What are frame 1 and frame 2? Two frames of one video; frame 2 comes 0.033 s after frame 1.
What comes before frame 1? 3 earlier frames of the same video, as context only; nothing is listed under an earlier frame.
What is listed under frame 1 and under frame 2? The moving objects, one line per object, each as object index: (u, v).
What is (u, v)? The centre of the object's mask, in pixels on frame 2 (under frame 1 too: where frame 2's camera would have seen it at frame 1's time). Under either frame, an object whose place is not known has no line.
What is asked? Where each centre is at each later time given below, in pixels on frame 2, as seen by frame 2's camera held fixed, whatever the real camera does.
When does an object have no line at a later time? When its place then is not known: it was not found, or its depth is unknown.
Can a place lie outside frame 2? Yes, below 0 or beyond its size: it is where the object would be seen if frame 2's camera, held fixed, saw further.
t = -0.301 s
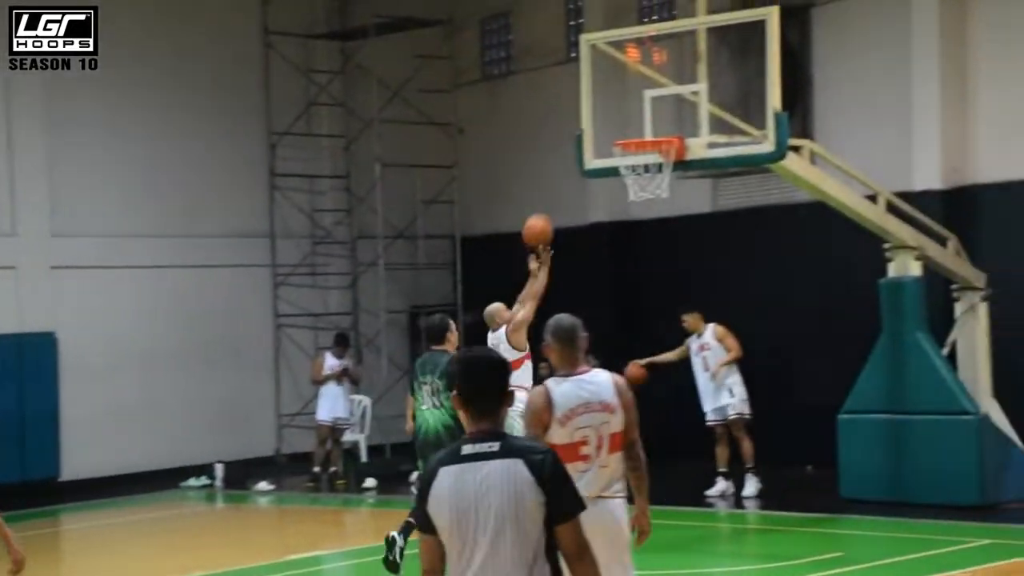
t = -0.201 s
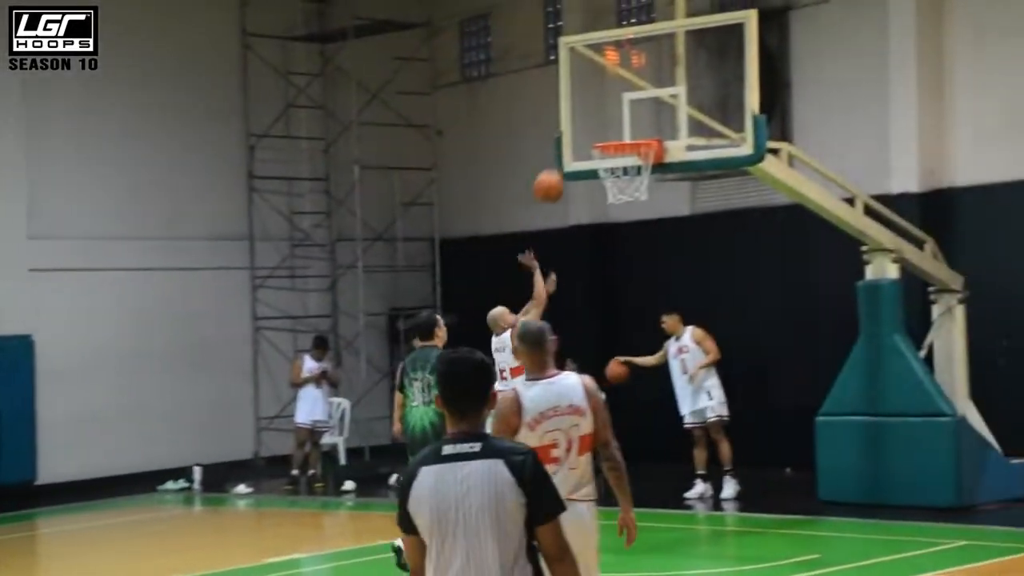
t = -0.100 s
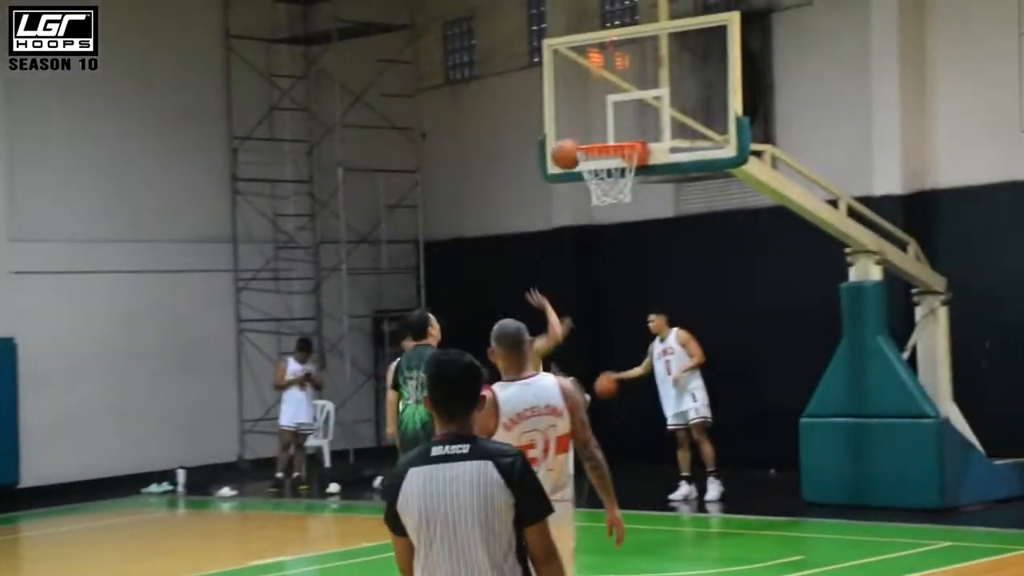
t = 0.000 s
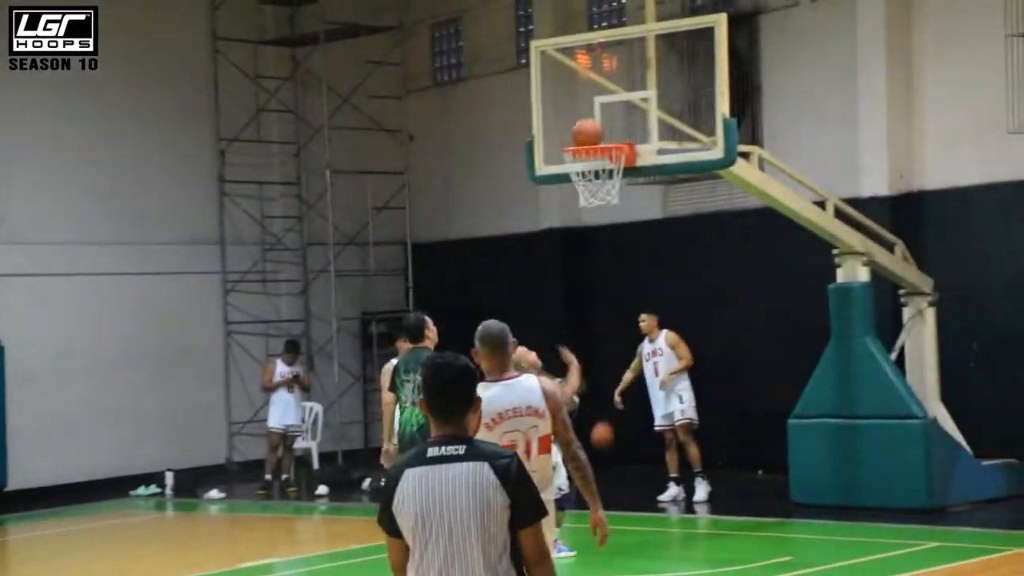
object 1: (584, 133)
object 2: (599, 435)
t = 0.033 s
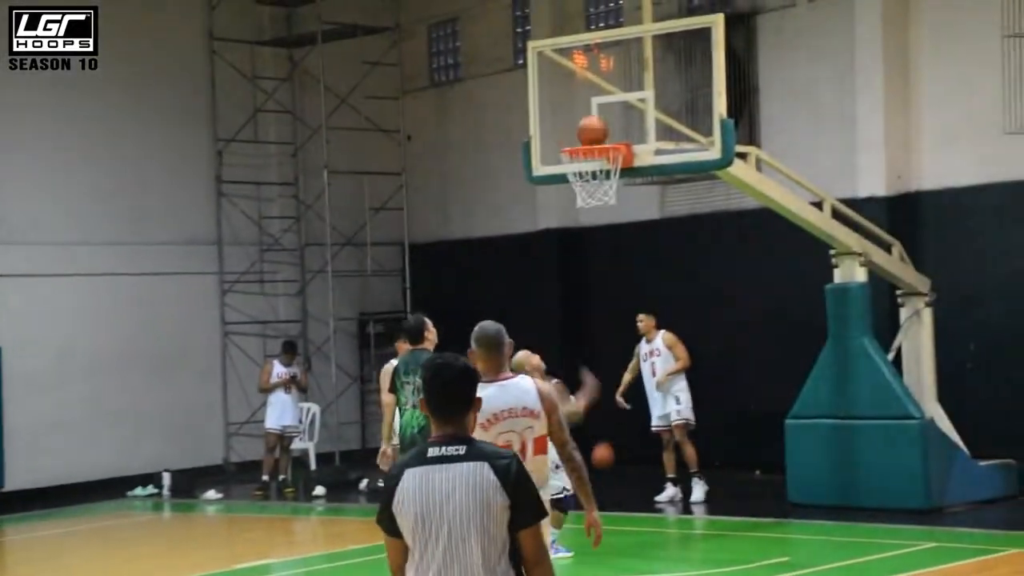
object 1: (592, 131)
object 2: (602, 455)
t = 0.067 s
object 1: (591, 130)
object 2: (607, 474)
